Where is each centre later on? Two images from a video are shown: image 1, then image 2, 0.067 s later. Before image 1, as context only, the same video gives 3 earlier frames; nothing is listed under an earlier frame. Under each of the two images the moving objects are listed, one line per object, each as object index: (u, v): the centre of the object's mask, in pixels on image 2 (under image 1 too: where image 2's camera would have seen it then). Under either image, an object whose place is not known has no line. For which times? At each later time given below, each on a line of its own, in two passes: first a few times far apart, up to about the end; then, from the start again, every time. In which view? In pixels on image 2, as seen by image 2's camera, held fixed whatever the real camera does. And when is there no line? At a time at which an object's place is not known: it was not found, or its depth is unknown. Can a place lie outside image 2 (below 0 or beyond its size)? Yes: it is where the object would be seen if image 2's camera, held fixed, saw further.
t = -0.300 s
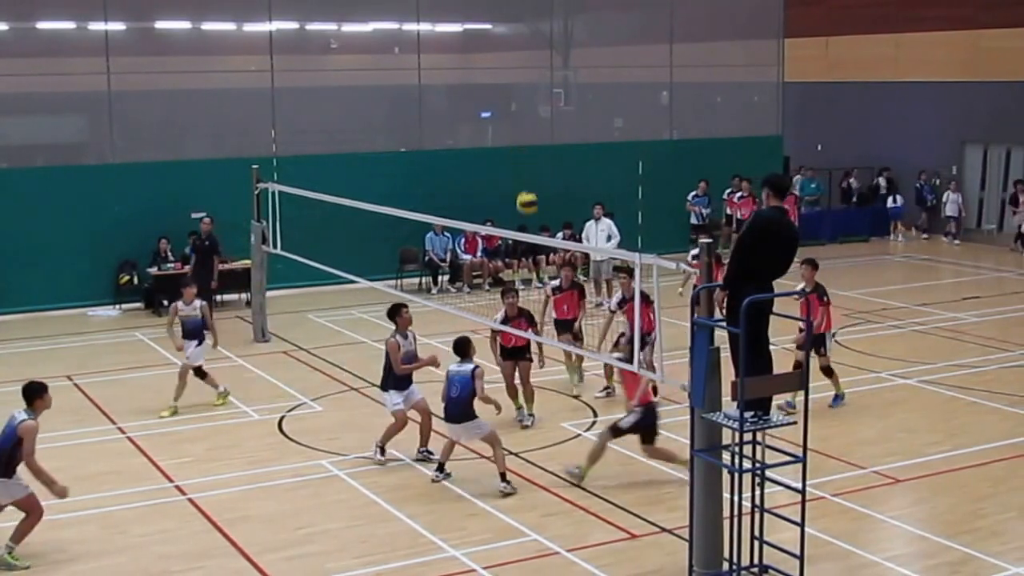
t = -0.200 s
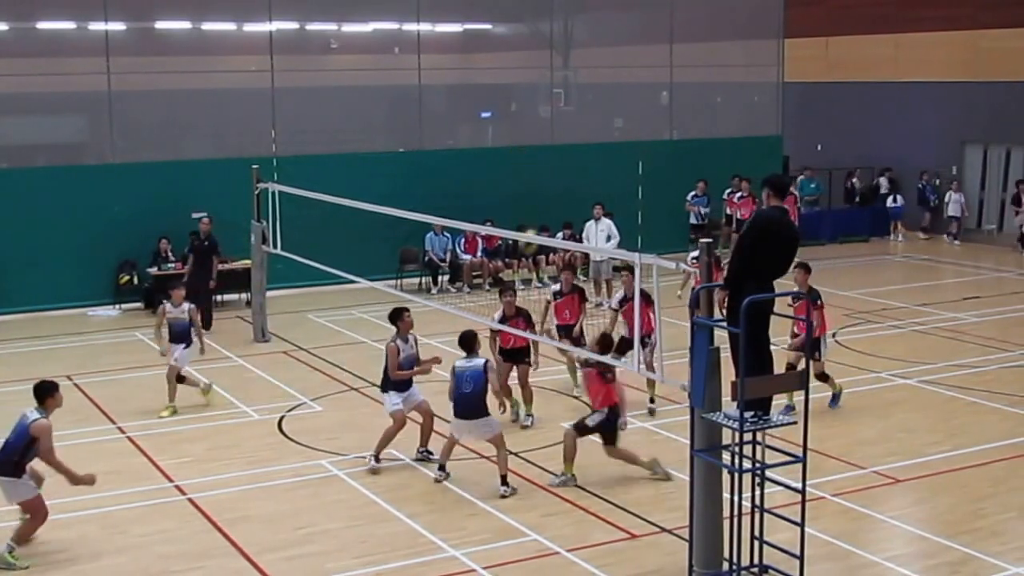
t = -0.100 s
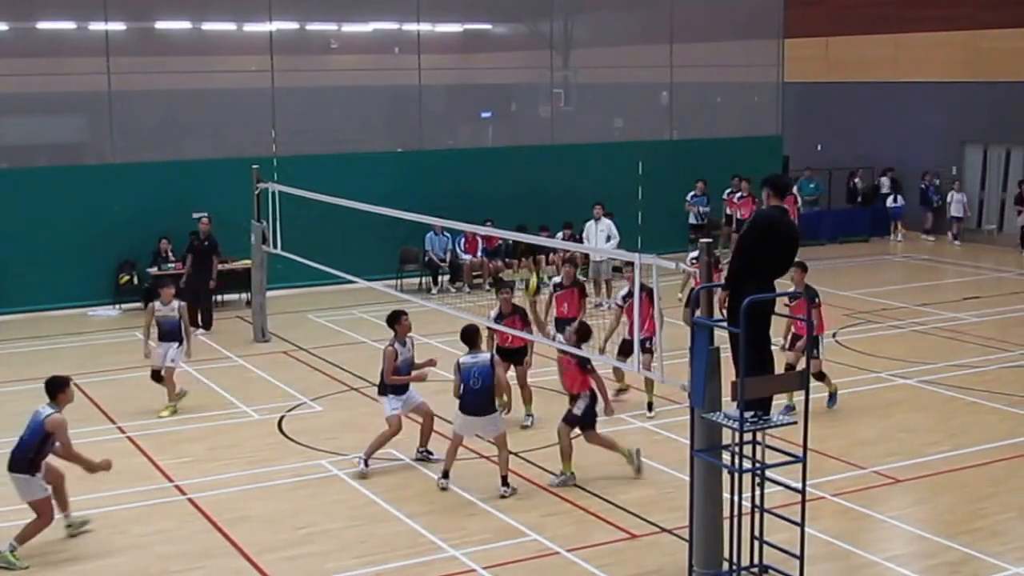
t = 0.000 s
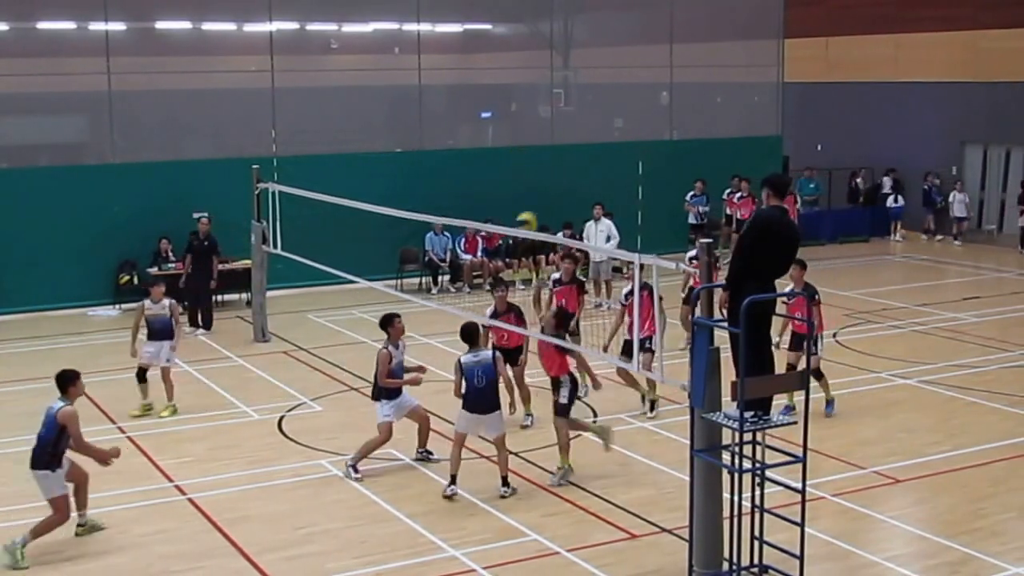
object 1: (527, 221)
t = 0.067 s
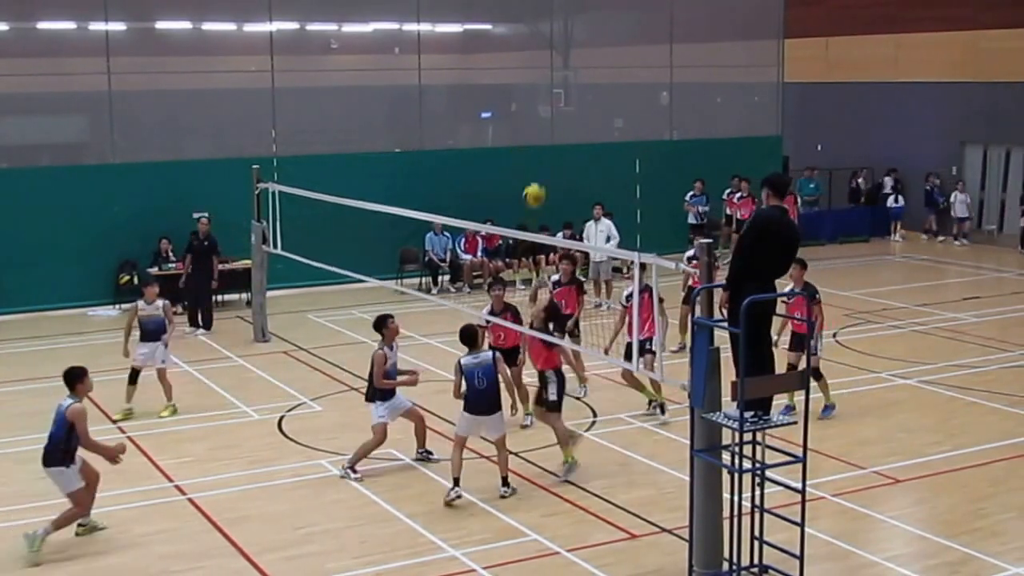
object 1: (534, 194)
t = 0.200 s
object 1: (548, 155)
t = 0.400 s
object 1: (570, 126)
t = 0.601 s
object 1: (591, 140)
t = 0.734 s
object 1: (605, 171)
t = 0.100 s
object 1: (537, 183)
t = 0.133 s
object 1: (541, 173)
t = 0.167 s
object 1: (545, 164)
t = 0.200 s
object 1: (548, 155)
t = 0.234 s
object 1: (552, 147)
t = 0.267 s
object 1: (555, 141)
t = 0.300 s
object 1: (559, 136)
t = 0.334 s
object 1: (564, 132)
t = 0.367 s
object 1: (566, 128)
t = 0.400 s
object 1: (570, 126)
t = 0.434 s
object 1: (573, 125)
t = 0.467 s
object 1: (577, 127)
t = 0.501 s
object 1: (581, 128)
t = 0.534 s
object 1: (584, 131)
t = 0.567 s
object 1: (587, 135)
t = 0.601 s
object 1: (591, 140)
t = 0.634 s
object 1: (596, 146)
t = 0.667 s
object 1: (599, 153)
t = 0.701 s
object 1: (602, 161)
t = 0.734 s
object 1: (605, 171)
